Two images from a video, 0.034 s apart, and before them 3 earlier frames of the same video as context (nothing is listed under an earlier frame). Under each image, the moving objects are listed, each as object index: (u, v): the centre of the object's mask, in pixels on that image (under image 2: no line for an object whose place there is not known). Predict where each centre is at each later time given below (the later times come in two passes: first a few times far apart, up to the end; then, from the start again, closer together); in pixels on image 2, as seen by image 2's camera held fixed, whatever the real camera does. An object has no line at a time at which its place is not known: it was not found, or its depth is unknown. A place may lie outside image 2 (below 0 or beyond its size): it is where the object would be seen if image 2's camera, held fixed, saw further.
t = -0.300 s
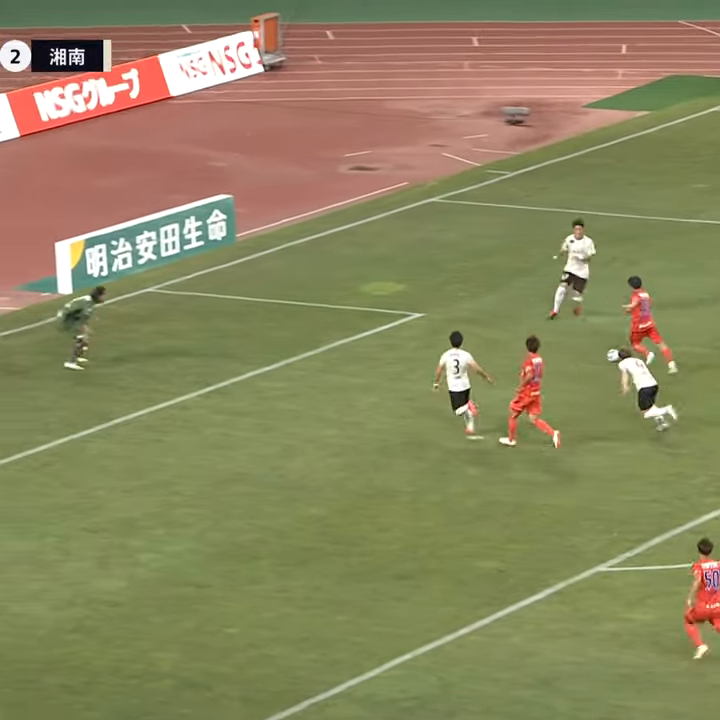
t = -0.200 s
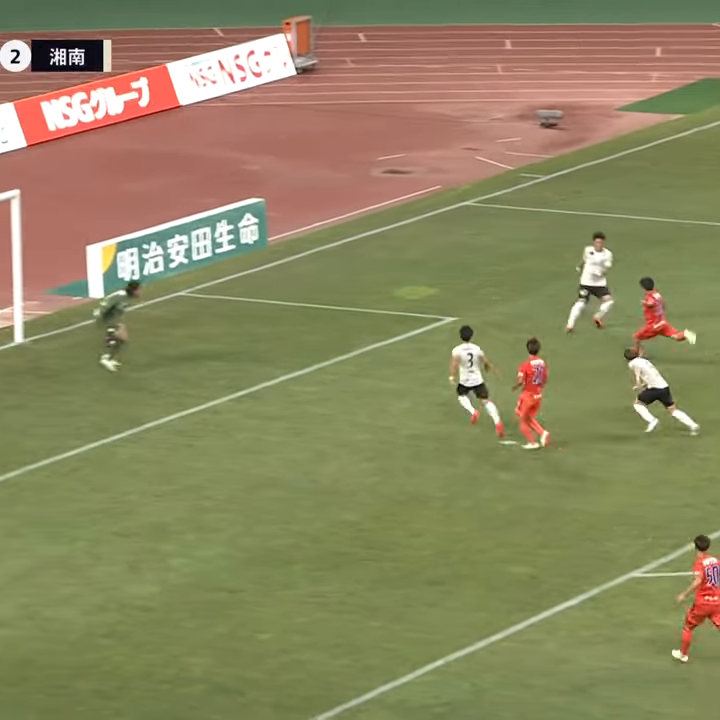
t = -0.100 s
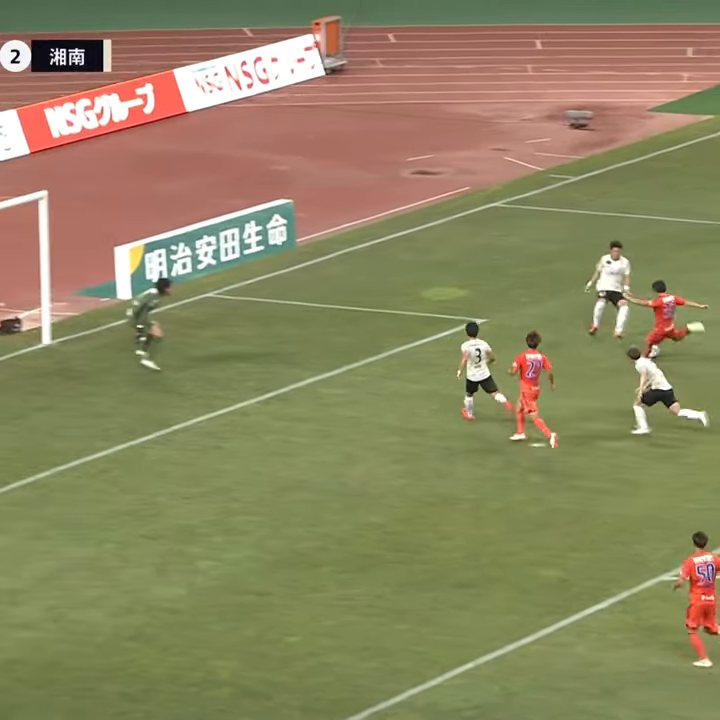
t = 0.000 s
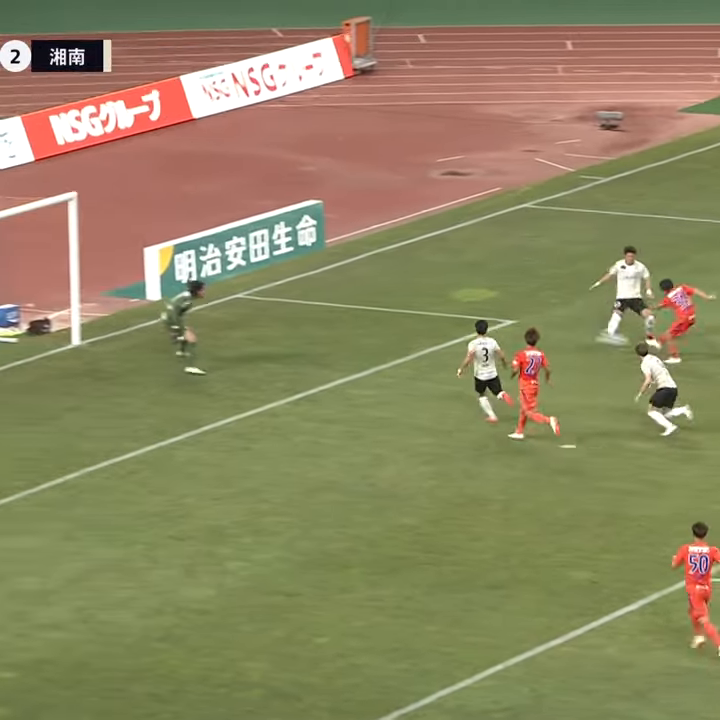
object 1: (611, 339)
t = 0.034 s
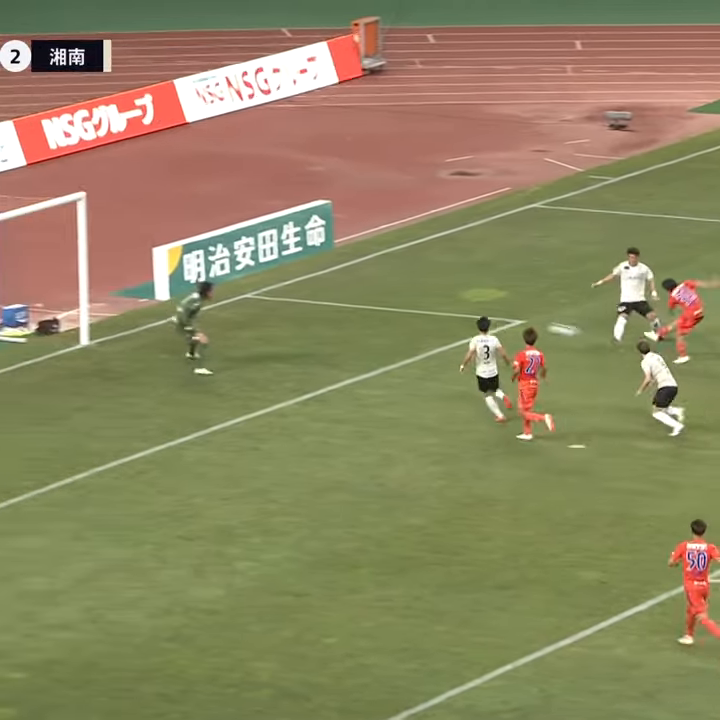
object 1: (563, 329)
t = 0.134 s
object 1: (395, 306)
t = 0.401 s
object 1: (-34, 272)
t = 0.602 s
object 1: (-188, 275)
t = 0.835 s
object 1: (-160, 345)
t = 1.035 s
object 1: (-133, 337)
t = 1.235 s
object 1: (-104, 306)
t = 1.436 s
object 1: (-76, 301)
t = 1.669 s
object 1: (-42, 324)
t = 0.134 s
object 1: (395, 306)
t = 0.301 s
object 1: (124, 280)
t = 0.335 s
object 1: (70, 277)
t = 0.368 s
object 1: (19, 274)
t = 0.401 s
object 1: (-34, 272)
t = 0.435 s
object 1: (-87, 269)
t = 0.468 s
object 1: (-137, 270)
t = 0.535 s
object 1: (-186, 268)
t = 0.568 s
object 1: (-189, 269)
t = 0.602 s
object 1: (-188, 275)
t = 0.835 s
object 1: (-160, 345)
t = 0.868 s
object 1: (-157, 357)
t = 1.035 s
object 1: (-133, 337)
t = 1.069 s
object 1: (-128, 330)
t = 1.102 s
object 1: (-123, 323)
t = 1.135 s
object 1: (-119, 318)
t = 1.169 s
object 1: (-114, 314)
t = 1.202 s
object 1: (-109, 310)
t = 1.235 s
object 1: (-104, 306)
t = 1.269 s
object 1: (-100, 304)
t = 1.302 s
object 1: (-95, 301)
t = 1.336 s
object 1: (-90, 301)
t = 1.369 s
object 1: (-86, 300)
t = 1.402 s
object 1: (-81, 300)
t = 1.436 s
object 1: (-76, 301)
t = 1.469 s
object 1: (-71, 303)
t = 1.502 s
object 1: (-67, 304)
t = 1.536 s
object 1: (-62, 307)
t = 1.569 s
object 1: (-56, 310)
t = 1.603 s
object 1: (-53, 314)
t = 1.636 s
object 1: (-47, 319)
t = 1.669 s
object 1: (-42, 324)
